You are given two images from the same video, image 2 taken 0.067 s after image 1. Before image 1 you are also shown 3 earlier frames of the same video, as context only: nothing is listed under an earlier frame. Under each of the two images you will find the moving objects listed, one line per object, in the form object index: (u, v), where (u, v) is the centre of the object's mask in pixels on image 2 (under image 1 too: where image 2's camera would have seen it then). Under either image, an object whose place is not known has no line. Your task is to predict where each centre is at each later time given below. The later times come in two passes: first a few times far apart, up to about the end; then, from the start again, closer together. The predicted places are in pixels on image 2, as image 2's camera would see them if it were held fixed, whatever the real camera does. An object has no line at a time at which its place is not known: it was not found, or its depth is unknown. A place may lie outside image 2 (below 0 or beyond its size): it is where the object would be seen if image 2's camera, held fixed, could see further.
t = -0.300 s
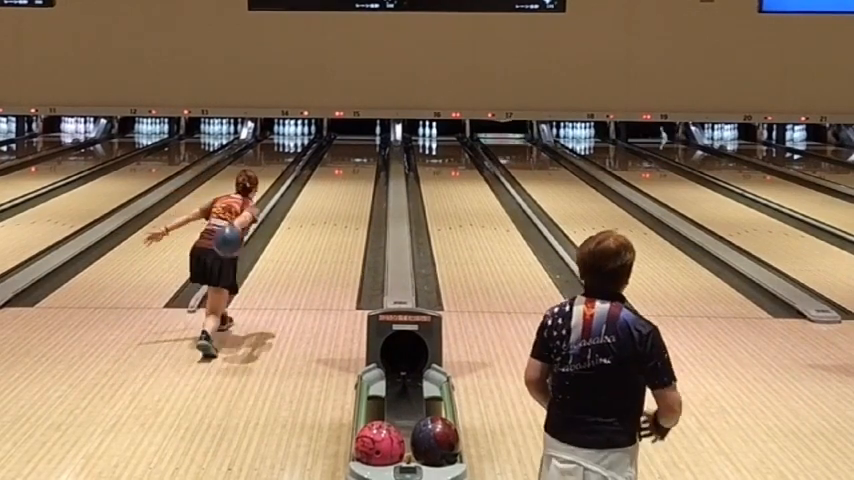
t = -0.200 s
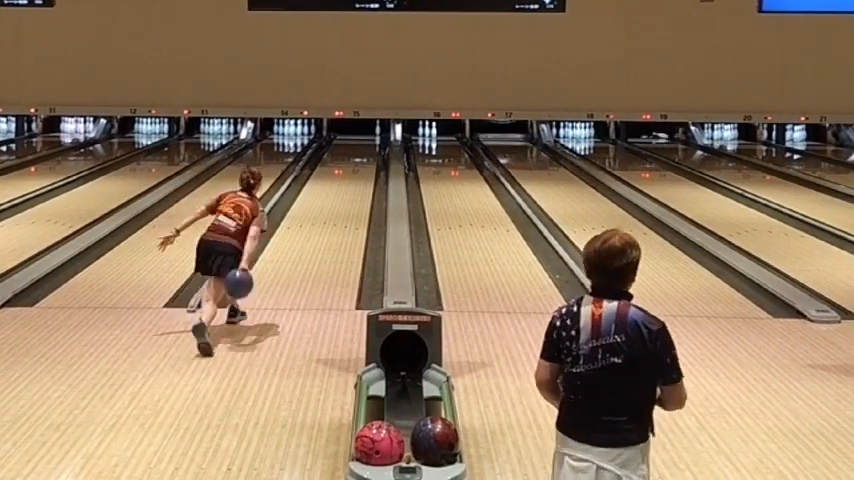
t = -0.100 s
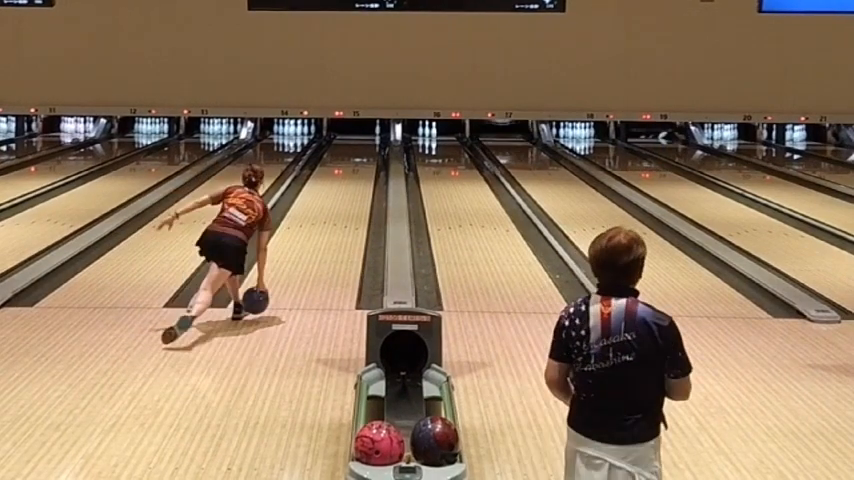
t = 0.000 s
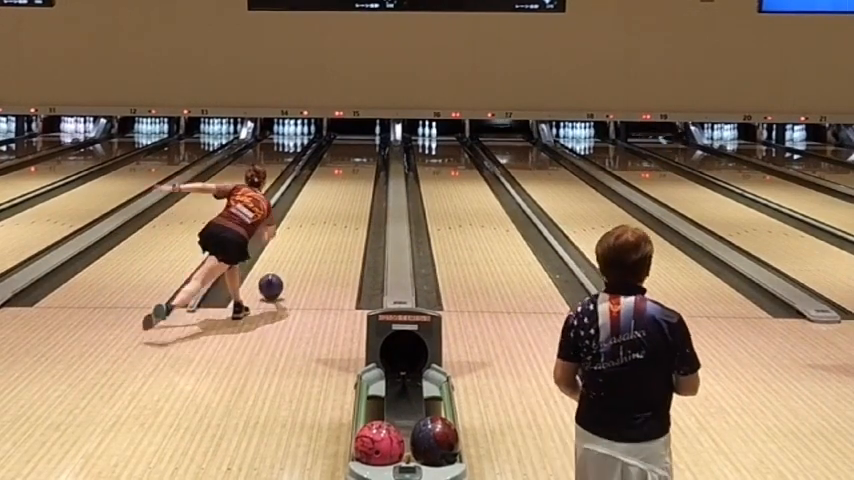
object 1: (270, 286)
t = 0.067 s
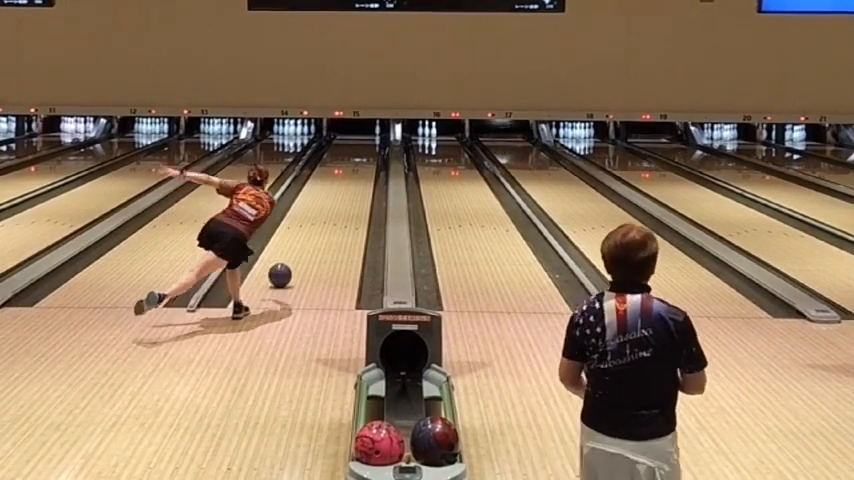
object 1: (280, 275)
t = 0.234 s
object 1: (298, 250)
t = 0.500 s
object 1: (320, 220)
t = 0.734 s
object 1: (335, 200)
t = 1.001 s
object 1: (349, 182)
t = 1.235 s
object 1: (358, 170)
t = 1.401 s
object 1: (363, 162)
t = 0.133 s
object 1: (287, 264)
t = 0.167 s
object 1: (291, 259)
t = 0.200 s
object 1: (295, 254)
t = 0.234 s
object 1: (298, 250)
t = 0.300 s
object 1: (304, 242)
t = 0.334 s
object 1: (307, 237)
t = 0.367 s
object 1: (310, 233)
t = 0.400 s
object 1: (313, 230)
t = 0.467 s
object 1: (318, 223)
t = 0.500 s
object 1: (320, 220)
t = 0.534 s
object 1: (323, 216)
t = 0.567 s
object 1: (325, 214)
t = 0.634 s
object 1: (329, 208)
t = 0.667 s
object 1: (331, 205)
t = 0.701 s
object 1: (333, 202)
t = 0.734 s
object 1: (335, 200)
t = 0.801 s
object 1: (339, 195)
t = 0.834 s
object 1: (341, 192)
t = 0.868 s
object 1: (342, 190)
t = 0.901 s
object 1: (345, 188)
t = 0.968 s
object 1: (347, 184)
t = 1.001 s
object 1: (349, 182)
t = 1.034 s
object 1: (351, 180)
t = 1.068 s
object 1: (352, 179)
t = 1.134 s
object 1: (355, 175)
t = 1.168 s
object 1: (356, 173)
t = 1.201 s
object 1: (357, 171)
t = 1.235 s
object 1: (358, 170)
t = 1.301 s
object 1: (361, 166)
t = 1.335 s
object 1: (361, 164)
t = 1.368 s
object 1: (362, 164)
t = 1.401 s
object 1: (363, 162)
